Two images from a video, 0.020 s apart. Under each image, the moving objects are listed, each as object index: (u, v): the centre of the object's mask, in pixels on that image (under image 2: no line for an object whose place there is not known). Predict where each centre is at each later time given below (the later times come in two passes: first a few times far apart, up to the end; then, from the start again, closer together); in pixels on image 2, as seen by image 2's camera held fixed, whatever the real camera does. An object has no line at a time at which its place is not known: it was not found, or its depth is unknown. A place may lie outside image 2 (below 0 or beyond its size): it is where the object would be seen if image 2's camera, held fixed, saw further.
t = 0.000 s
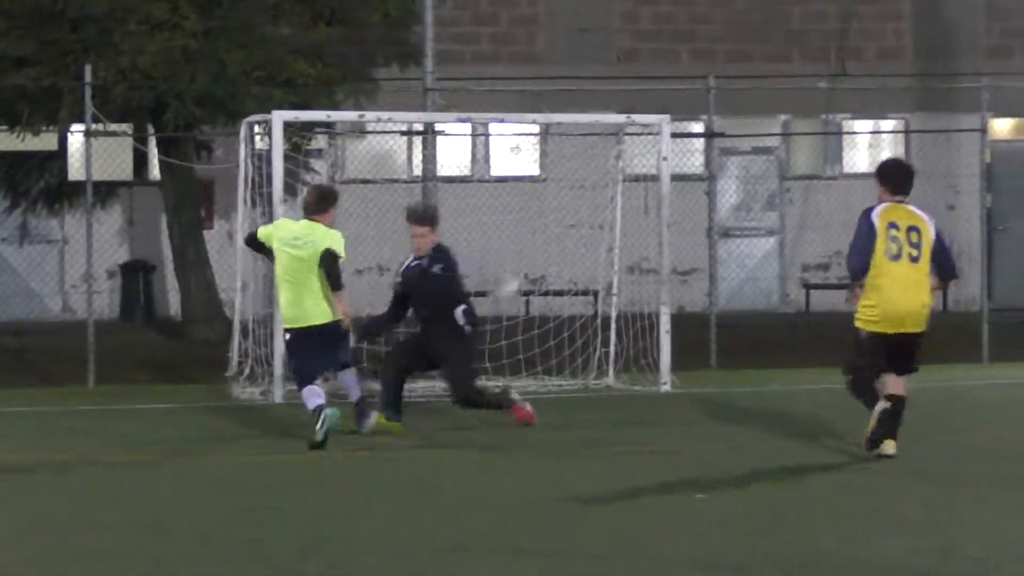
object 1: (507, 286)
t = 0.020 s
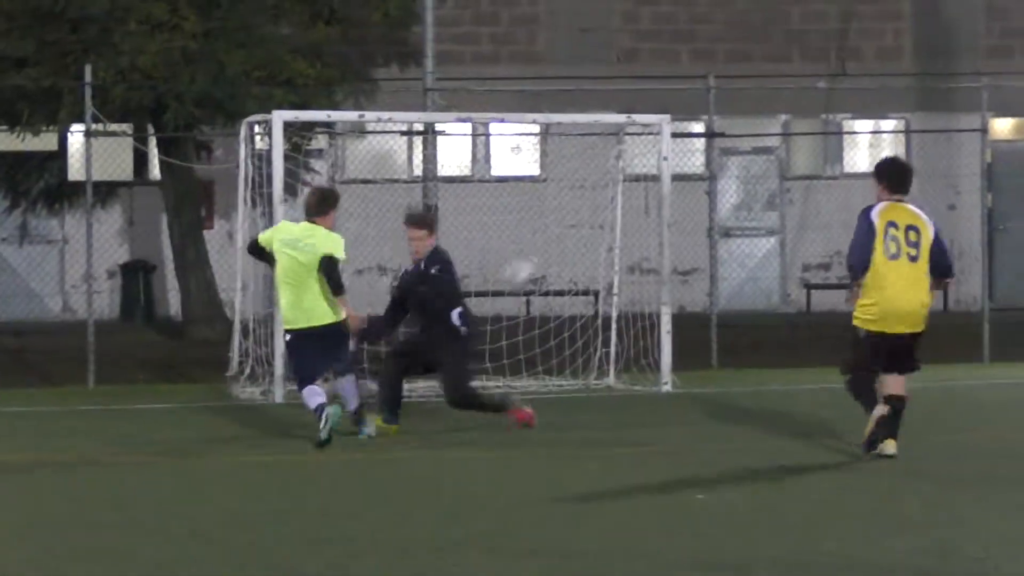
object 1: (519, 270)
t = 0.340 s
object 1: (696, 121)
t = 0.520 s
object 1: (779, 97)
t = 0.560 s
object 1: (795, 96)
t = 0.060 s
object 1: (547, 243)
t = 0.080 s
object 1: (562, 228)
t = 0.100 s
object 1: (571, 222)
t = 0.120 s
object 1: (584, 205)
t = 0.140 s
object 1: (595, 198)
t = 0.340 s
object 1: (696, 121)
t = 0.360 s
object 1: (706, 116)
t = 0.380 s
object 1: (714, 112)
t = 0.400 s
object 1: (723, 110)
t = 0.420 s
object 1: (733, 106)
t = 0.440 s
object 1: (743, 104)
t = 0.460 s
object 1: (752, 101)
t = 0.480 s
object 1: (761, 99)
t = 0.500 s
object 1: (771, 98)
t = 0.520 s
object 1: (779, 97)
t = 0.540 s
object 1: (787, 97)
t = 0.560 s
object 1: (795, 96)
